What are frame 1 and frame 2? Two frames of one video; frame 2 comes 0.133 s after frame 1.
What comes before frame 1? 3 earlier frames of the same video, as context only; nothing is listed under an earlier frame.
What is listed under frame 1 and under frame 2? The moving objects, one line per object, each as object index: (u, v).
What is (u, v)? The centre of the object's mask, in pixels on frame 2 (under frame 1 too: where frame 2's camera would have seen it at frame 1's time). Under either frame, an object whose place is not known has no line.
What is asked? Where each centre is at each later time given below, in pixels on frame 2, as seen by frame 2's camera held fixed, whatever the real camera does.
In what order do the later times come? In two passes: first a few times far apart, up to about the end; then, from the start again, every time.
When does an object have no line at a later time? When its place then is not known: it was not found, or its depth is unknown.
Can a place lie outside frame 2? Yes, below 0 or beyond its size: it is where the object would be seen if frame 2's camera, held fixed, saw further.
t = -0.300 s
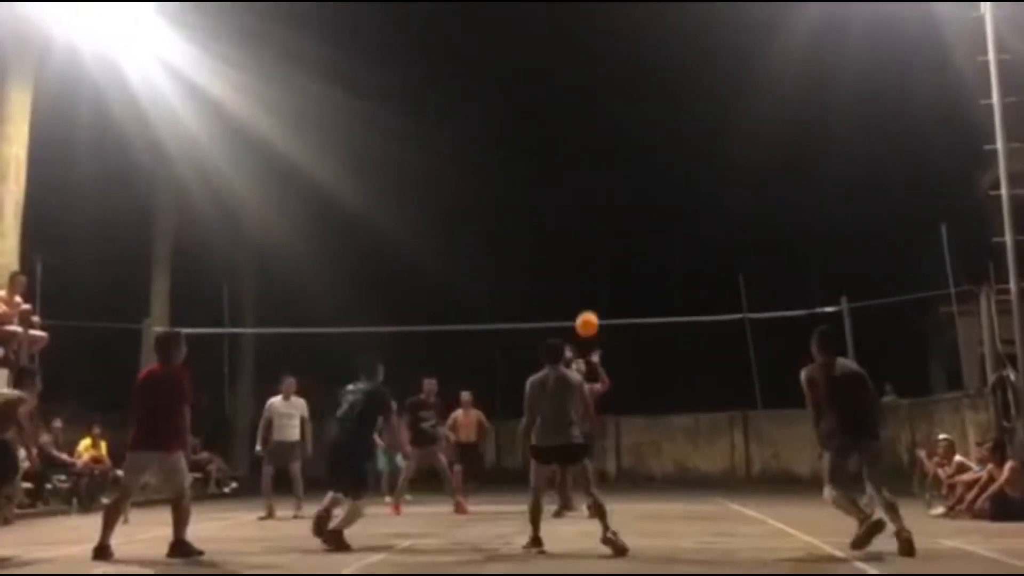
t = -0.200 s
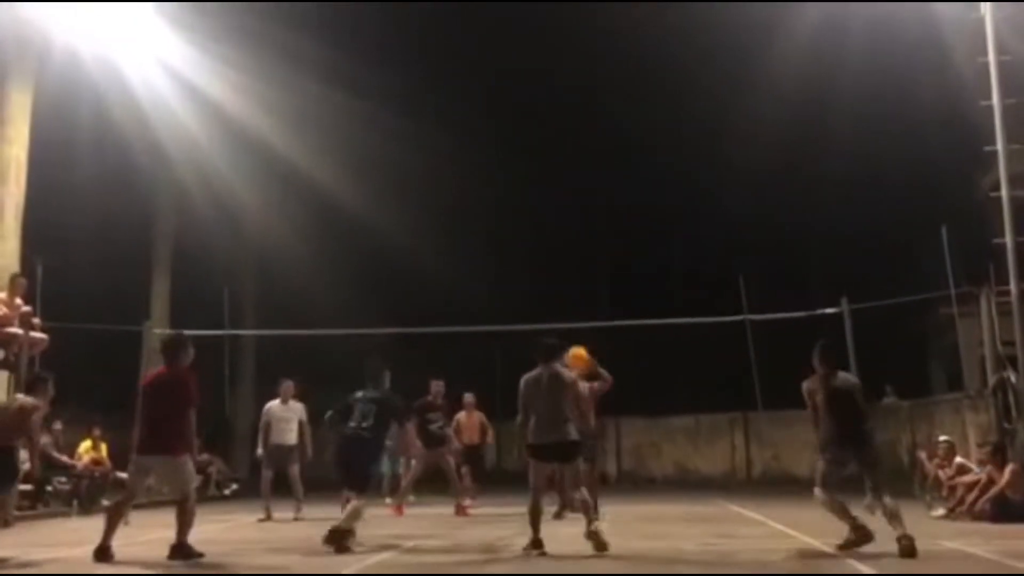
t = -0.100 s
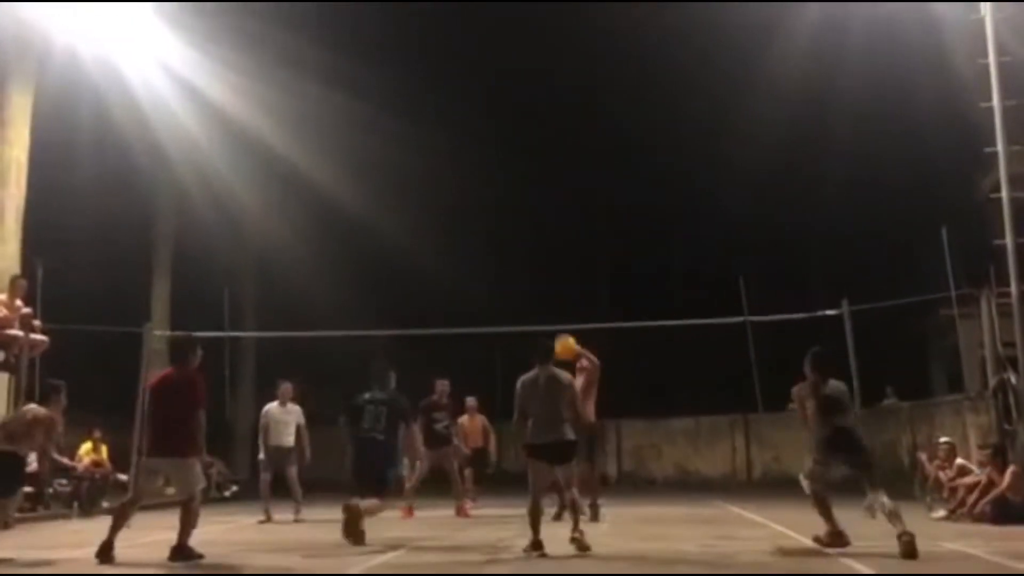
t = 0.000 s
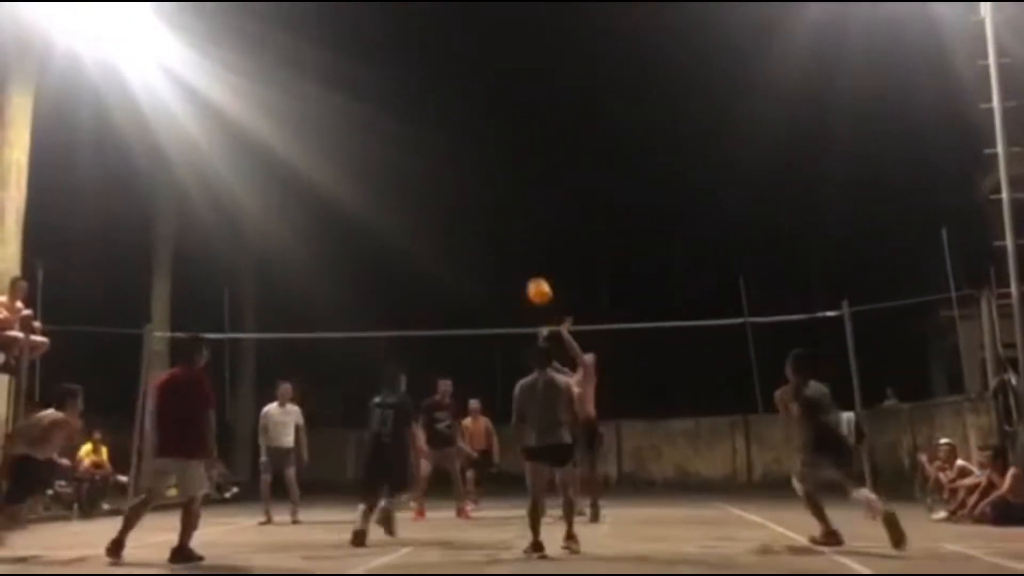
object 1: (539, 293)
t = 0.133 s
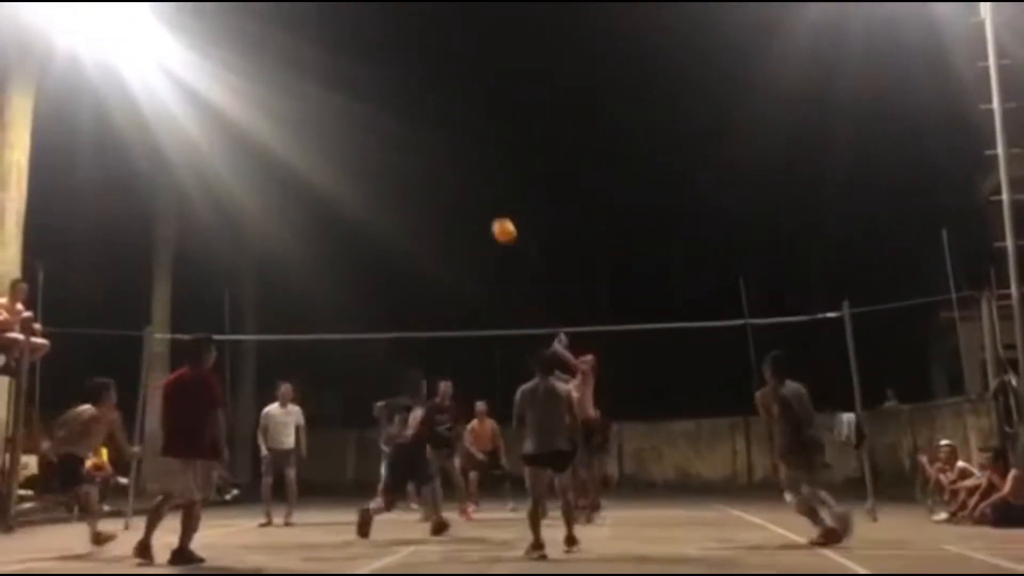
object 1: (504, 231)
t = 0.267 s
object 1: (469, 188)
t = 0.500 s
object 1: (414, 149)
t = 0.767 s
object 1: (357, 159)
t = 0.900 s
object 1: (330, 187)
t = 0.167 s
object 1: (495, 218)
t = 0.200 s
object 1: (486, 207)
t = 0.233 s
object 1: (478, 197)
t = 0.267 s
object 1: (469, 188)
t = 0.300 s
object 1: (461, 179)
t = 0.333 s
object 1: (453, 172)
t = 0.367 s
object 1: (444, 166)
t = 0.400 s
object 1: (437, 161)
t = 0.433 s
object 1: (429, 156)
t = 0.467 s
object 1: (421, 152)
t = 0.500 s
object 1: (414, 149)
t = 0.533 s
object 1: (407, 148)
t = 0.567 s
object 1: (399, 147)
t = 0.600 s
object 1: (392, 146)
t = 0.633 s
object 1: (385, 147)
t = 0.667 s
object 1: (377, 149)
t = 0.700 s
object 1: (371, 151)
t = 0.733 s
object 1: (364, 155)
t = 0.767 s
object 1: (357, 159)
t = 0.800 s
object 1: (350, 165)
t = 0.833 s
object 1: (344, 171)
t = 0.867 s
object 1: (337, 179)
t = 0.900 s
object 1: (330, 187)
